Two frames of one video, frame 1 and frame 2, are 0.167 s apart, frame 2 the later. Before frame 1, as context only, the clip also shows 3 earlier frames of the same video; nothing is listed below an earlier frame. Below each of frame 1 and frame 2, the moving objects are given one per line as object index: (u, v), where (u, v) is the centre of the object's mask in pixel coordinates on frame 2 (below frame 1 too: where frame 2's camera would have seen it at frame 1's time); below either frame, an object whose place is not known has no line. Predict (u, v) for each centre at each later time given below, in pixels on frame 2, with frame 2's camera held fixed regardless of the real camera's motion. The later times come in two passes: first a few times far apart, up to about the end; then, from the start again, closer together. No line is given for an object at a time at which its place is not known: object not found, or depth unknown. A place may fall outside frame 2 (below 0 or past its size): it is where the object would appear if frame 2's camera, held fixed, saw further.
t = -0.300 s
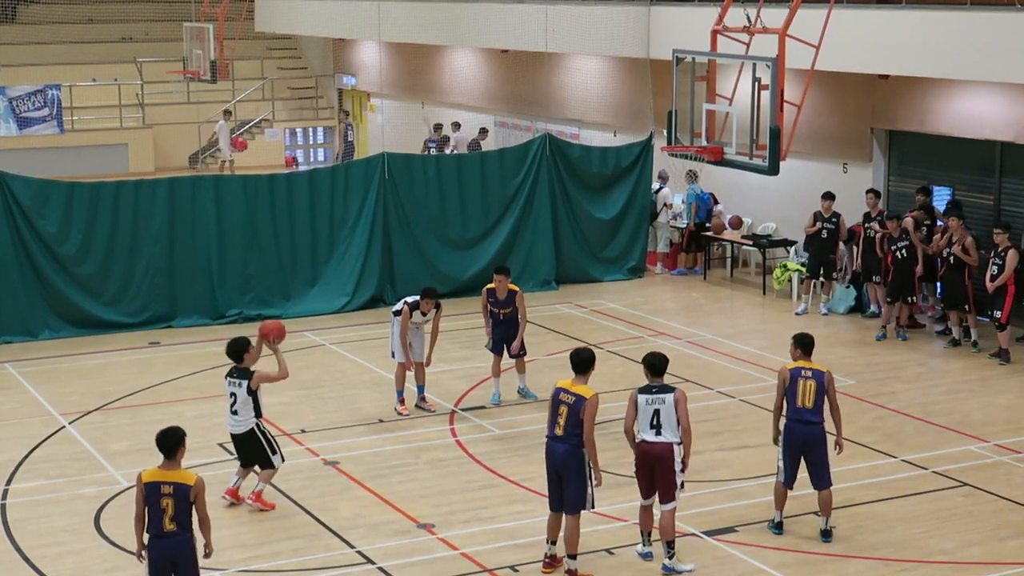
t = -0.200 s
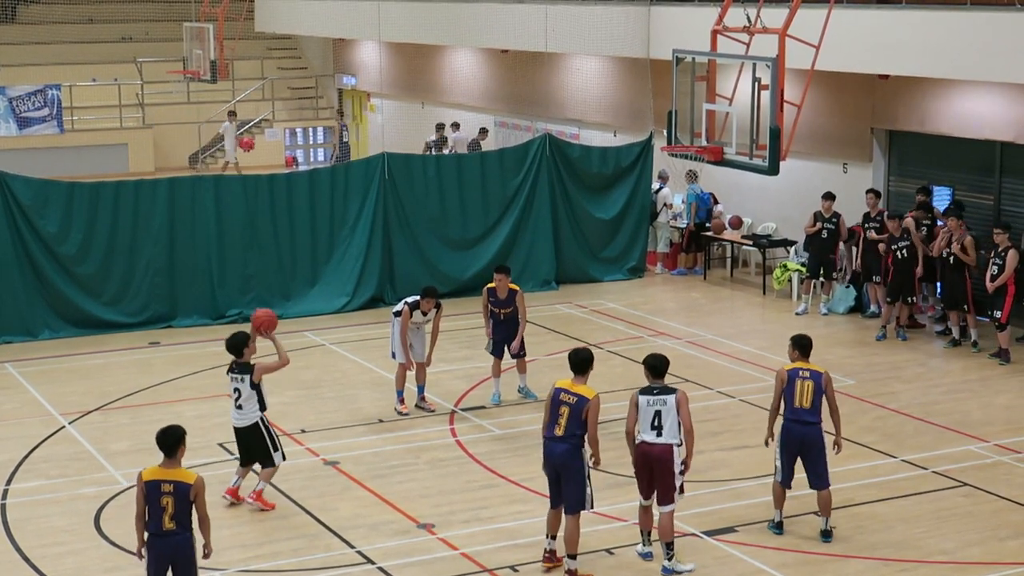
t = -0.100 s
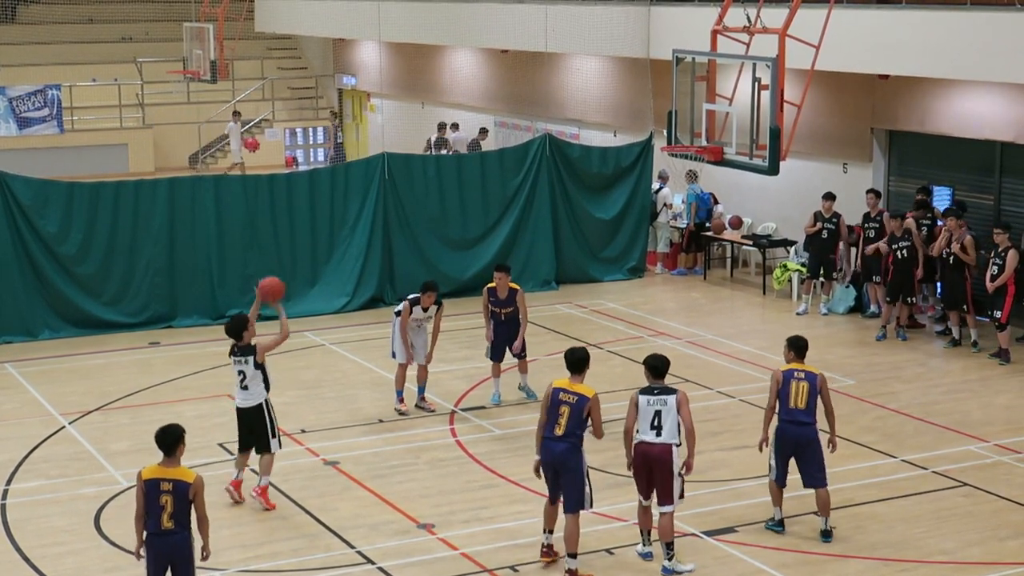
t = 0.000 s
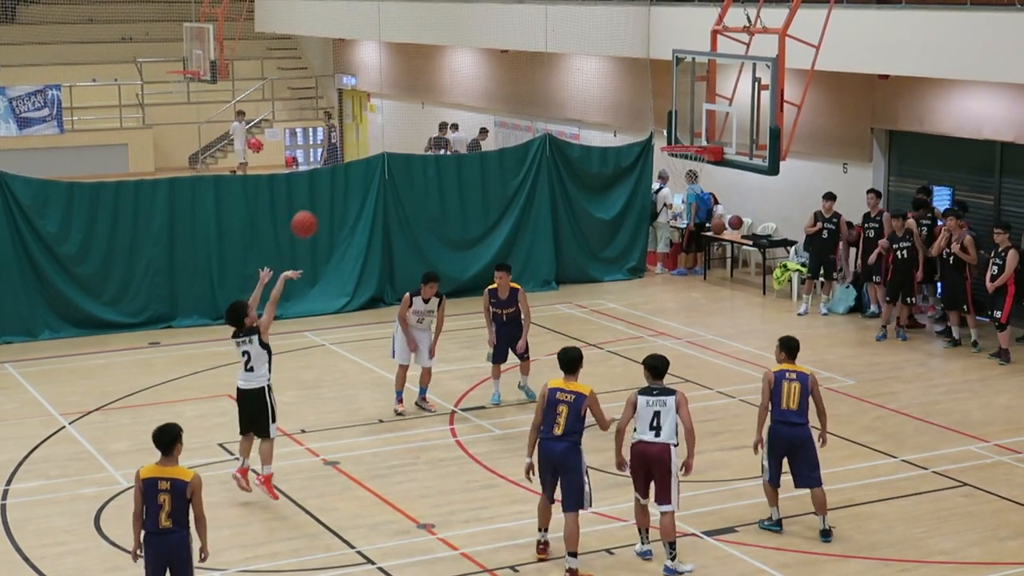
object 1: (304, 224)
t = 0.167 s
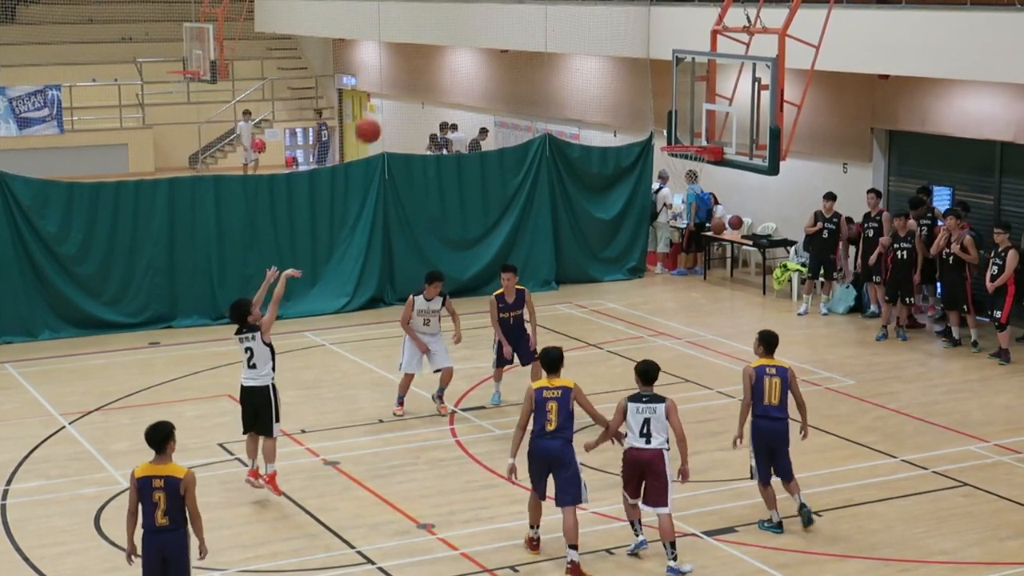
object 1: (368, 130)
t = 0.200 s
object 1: (380, 115)
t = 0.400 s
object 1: (455, 49)
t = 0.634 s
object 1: (540, 27)
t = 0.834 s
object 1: (610, 52)
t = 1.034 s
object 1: (676, 115)
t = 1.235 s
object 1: (698, 137)
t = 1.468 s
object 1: (706, 111)
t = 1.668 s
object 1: (708, 121)
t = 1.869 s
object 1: (700, 125)
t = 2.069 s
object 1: (696, 132)
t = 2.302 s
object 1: (689, 191)
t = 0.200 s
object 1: (380, 115)
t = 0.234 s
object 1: (393, 102)
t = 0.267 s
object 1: (406, 89)
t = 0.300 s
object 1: (418, 77)
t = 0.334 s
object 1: (431, 67)
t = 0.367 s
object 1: (443, 57)
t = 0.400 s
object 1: (455, 49)
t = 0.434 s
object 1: (468, 43)
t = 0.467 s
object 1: (480, 37)
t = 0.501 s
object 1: (492, 33)
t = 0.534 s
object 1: (504, 30)
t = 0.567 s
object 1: (516, 28)
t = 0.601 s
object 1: (528, 27)
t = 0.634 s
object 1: (540, 27)
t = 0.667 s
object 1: (552, 28)
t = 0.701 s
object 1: (564, 31)
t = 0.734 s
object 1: (575, 34)
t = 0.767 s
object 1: (587, 39)
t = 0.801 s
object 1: (599, 45)
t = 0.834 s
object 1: (610, 52)
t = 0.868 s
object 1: (621, 60)
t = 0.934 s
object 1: (643, 79)
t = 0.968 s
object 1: (654, 89)
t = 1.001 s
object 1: (665, 102)
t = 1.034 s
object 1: (676, 115)
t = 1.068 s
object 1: (687, 129)
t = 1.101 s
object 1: (696, 141)
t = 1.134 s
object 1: (682, 141)
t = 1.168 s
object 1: (675, 142)
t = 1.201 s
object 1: (687, 139)
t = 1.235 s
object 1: (698, 137)
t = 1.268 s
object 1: (701, 132)
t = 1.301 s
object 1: (702, 127)
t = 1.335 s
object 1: (703, 120)
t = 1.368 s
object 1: (704, 117)
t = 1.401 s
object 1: (704, 114)
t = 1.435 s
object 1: (705, 111)
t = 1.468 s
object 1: (706, 111)
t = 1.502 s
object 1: (707, 111)
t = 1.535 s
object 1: (708, 112)
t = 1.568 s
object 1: (708, 114)
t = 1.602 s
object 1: (709, 117)
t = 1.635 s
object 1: (708, 118)
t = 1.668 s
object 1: (708, 121)
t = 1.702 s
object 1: (707, 126)
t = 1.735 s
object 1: (705, 130)
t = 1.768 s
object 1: (704, 135)
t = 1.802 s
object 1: (704, 130)
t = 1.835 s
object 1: (702, 127)
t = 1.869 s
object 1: (700, 125)
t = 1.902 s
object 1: (699, 123)
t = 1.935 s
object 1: (699, 123)
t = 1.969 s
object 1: (698, 124)
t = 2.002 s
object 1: (697, 125)
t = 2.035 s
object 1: (697, 128)
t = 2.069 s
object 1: (696, 132)
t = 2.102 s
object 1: (695, 137)
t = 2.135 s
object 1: (694, 141)
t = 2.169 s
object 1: (693, 144)
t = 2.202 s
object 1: (693, 160)
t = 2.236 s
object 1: (691, 168)
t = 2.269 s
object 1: (691, 179)
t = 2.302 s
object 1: (689, 191)
